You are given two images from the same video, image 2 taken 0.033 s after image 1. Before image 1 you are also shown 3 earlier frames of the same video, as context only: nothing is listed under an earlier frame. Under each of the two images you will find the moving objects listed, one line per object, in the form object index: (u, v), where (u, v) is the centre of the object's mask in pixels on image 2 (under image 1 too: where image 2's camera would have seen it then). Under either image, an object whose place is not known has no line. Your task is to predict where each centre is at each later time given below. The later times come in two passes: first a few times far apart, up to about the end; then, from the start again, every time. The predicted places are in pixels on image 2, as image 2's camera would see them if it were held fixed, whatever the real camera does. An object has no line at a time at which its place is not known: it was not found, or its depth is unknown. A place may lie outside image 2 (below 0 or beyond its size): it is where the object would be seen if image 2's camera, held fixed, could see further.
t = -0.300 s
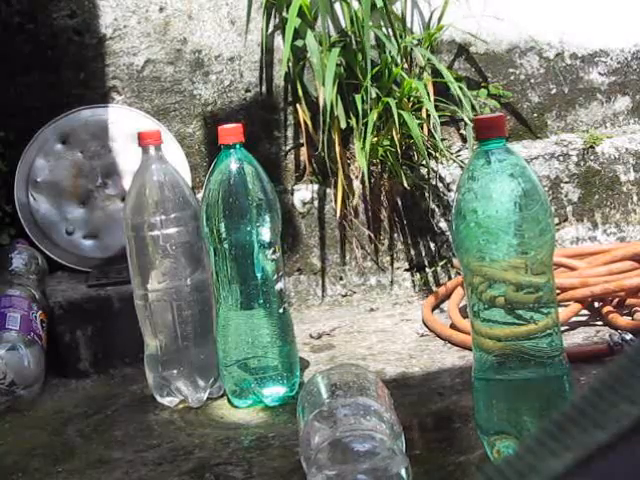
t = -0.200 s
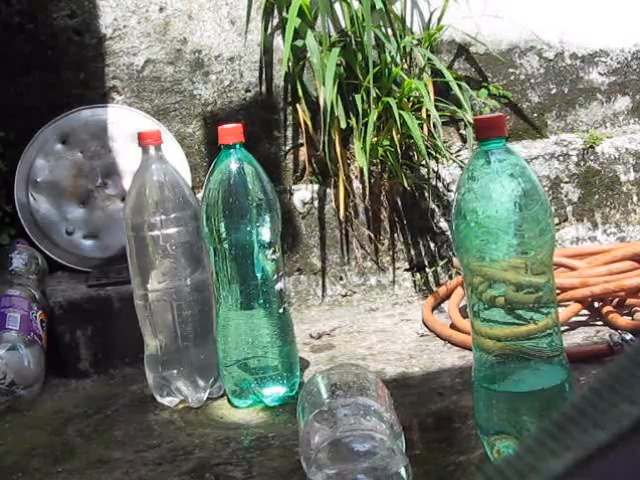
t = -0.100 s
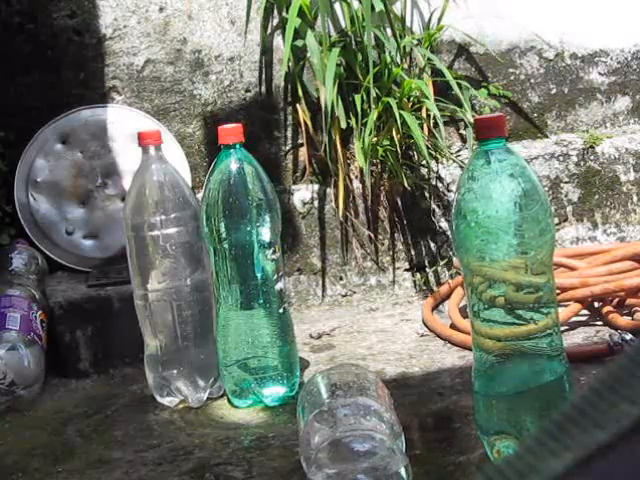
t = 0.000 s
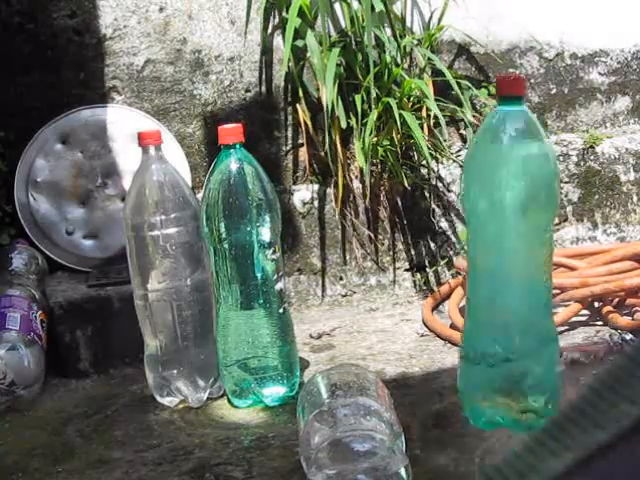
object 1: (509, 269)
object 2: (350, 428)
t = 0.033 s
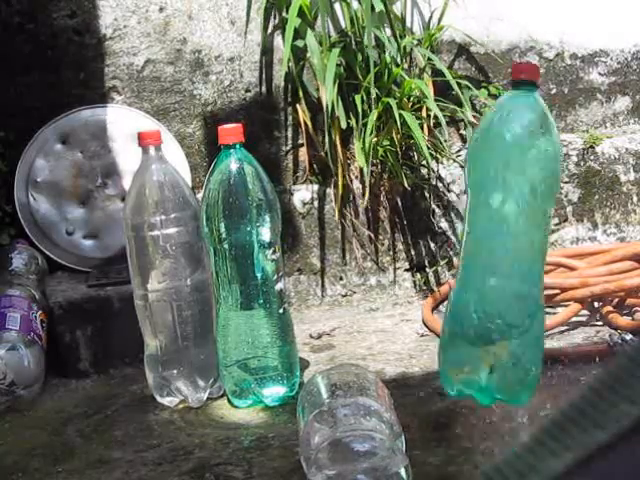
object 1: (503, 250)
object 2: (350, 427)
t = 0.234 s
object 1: (441, 338)
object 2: (341, 436)
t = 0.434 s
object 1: (462, 420)
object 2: (327, 428)
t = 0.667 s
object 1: (488, 414)
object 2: (296, 430)
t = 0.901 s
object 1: (506, 408)
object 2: (281, 432)
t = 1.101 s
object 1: (520, 402)
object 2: (281, 432)
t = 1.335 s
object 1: (531, 397)
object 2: (286, 432)
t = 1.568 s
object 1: (542, 392)
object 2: (290, 431)
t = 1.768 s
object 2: (289, 431)
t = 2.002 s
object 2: (285, 431)
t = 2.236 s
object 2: (283, 431)
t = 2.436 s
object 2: (285, 431)
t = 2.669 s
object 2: (287, 431)
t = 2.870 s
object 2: (287, 431)
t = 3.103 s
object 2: (285, 432)
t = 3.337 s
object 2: (286, 431)
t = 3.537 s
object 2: (287, 431)
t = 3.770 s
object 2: (285, 431)
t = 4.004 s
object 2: (285, 431)
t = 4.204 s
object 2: (286, 431)
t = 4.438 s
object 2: (286, 431)
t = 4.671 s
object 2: (286, 432)
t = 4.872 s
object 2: (286, 432)
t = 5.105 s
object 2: (286, 432)
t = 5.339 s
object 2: (287, 431)
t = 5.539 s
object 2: (287, 431)
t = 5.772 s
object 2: (286, 431)
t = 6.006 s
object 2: (286, 431)
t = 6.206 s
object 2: (286, 431)
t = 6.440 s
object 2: (286, 431)
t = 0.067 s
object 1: (494, 242)
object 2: (350, 428)
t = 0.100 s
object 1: (482, 243)
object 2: (350, 428)
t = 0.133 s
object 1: (471, 253)
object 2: (350, 428)
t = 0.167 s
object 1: (460, 272)
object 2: (350, 428)
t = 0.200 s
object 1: (450, 300)
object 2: (348, 431)
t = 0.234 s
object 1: (441, 338)
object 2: (341, 436)
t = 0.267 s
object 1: (443, 373)
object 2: (335, 431)
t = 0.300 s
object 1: (446, 413)
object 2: (333, 428)
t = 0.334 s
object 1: (456, 421)
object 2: (333, 427)
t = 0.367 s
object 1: (455, 422)
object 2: (330, 428)
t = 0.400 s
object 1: (458, 421)
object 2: (330, 429)
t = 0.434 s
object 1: (462, 420)
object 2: (327, 428)
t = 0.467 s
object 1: (466, 419)
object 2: (324, 428)
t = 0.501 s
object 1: (470, 418)
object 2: (320, 429)
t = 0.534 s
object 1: (476, 417)
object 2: (314, 430)
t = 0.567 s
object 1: (480, 416)
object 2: (307, 430)
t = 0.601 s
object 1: (483, 415)
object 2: (302, 430)
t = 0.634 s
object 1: (486, 415)
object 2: (299, 430)
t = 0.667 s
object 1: (488, 414)
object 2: (296, 430)
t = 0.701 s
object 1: (491, 413)
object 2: (296, 430)
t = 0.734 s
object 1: (494, 413)
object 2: (295, 430)
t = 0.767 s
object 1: (496, 412)
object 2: (294, 431)
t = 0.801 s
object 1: (498, 411)
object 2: (291, 431)
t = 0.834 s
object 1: (500, 411)
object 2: (287, 431)
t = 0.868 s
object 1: (503, 409)
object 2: (283, 432)
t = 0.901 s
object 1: (506, 408)
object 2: (281, 432)
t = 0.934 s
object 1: (508, 408)
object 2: (281, 432)
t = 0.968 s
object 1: (510, 407)
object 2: (283, 432)
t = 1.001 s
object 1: (511, 406)
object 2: (284, 432)
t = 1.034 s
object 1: (513, 406)
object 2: (284, 431)
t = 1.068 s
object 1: (516, 404)
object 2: (283, 432)
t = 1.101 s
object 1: (520, 402)
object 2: (281, 432)
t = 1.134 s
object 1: (522, 401)
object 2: (280, 432)
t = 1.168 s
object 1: (523, 400)
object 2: (280, 432)
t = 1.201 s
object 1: (525, 400)
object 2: (280, 432)
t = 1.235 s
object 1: (526, 399)
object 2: (283, 432)
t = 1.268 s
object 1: (528, 398)
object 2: (285, 432)
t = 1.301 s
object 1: (530, 397)
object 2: (286, 432)
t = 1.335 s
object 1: (531, 397)
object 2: (286, 432)
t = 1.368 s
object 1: (533, 396)
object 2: (285, 431)
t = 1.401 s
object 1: (534, 395)
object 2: (285, 432)
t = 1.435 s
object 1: (537, 394)
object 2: (285, 432)
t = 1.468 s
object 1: (538, 394)
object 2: (286, 432)
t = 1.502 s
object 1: (539, 393)
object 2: (288, 431)
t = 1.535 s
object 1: (541, 393)
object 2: (289, 431)
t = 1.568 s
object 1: (542, 392)
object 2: (290, 431)
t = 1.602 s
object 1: (543, 392)
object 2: (290, 431)
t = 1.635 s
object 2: (289, 431)
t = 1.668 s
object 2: (288, 431)
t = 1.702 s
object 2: (288, 431)
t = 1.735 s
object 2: (288, 431)
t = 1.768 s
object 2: (289, 431)
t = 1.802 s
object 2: (289, 431)
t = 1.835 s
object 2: (290, 431)
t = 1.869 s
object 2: (289, 431)
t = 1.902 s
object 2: (288, 431)
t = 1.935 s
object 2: (286, 431)
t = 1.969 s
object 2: (285, 431)
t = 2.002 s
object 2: (285, 431)
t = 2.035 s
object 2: (286, 431)
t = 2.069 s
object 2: (286, 431)
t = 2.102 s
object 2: (287, 431)
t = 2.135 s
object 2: (286, 431)
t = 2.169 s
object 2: (285, 431)
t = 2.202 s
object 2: (284, 431)
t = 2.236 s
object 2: (283, 431)
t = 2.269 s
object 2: (283, 431)
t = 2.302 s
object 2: (284, 431)
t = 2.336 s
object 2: (285, 432)
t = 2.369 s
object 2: (285, 431)
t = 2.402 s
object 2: (285, 431)
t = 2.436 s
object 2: (285, 431)
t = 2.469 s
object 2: (285, 432)
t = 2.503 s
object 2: (285, 431)
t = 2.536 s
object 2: (285, 432)
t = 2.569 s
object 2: (286, 432)
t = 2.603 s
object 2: (287, 431)
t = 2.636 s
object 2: (288, 431)
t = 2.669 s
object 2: (287, 431)
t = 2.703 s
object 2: (286, 431)
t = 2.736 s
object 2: (286, 431)
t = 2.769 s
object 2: (286, 431)
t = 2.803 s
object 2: (287, 431)
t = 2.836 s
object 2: (287, 431)
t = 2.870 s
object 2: (287, 431)
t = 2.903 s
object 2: (286, 431)
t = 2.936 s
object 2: (285, 432)
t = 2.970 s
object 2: (285, 432)
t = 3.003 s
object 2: (284, 432)
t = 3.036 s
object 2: (284, 432)
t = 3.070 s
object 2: (285, 432)
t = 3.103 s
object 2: (285, 432)
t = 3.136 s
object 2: (285, 432)
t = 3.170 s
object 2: (285, 432)
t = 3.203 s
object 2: (285, 432)
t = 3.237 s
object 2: (284, 431)
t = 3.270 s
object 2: (285, 432)
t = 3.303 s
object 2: (285, 432)
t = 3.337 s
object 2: (286, 431)
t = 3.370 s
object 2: (287, 432)
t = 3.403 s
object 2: (287, 432)
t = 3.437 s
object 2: (287, 431)
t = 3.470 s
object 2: (286, 432)
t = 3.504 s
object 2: (286, 431)
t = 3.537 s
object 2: (287, 431)
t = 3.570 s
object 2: (287, 431)
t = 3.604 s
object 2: (287, 431)
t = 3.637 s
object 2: (287, 431)
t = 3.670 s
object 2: (286, 431)
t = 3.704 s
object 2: (286, 431)
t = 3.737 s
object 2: (285, 431)
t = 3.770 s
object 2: (285, 431)
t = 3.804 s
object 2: (285, 431)
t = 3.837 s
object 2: (286, 431)
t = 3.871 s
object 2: (285, 431)
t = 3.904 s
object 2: (285, 431)
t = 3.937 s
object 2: (285, 431)
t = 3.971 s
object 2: (285, 431)
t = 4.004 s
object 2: (285, 431)
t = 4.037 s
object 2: (285, 432)
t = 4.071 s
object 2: (286, 432)
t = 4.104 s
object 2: (286, 431)
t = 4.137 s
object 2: (286, 431)
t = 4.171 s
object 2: (286, 431)
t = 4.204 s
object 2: (286, 431)
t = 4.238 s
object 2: (286, 431)
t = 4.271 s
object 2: (287, 431)
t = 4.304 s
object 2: (287, 431)
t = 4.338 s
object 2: (287, 431)
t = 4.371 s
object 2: (287, 431)
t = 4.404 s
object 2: (286, 431)
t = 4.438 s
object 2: (286, 431)
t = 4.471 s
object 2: (286, 431)
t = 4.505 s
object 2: (286, 431)
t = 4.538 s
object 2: (286, 431)
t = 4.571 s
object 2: (286, 431)
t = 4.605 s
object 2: (286, 431)
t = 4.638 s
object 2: (286, 431)
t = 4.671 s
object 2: (286, 432)
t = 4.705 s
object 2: (286, 432)
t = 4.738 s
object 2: (285, 431)
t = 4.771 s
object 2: (286, 432)
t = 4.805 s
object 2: (286, 432)
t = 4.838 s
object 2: (286, 431)
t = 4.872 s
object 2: (286, 432)
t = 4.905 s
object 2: (286, 432)
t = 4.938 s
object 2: (286, 432)
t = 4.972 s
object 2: (286, 431)
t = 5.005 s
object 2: (286, 431)
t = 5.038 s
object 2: (286, 432)
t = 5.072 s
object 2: (286, 431)
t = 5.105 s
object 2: (286, 432)
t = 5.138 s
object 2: (286, 431)
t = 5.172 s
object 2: (286, 431)
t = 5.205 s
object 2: (286, 432)
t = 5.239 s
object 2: (286, 431)
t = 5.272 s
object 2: (287, 432)
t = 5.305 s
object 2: (287, 431)
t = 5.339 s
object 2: (287, 431)
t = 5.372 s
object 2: (287, 431)
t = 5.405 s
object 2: (286, 432)
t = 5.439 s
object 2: (286, 431)
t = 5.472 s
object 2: (287, 431)
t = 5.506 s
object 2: (287, 431)
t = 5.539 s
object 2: (287, 431)
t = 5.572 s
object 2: (287, 431)
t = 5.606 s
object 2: (286, 431)
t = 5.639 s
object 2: (286, 431)
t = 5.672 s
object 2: (287, 431)
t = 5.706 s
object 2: (286, 431)
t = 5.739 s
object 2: (286, 431)
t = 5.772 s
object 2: (286, 431)
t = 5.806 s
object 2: (286, 431)
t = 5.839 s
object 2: (286, 431)
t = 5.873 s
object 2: (286, 431)
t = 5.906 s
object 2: (286, 431)
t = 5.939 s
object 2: (286, 431)
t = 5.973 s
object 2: (286, 431)
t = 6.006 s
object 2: (286, 431)
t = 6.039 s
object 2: (287, 431)
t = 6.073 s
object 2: (287, 431)
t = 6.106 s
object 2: (287, 431)
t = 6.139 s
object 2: (286, 431)
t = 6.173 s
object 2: (286, 431)
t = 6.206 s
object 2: (286, 431)
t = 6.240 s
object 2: (287, 431)
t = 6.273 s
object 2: (287, 431)
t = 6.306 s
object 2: (287, 431)
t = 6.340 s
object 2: (286, 431)
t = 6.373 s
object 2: (286, 431)
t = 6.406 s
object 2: (286, 431)
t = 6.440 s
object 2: (286, 431)
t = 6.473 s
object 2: (286, 431)
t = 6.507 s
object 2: (286, 431)
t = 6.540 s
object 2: (286, 431)
